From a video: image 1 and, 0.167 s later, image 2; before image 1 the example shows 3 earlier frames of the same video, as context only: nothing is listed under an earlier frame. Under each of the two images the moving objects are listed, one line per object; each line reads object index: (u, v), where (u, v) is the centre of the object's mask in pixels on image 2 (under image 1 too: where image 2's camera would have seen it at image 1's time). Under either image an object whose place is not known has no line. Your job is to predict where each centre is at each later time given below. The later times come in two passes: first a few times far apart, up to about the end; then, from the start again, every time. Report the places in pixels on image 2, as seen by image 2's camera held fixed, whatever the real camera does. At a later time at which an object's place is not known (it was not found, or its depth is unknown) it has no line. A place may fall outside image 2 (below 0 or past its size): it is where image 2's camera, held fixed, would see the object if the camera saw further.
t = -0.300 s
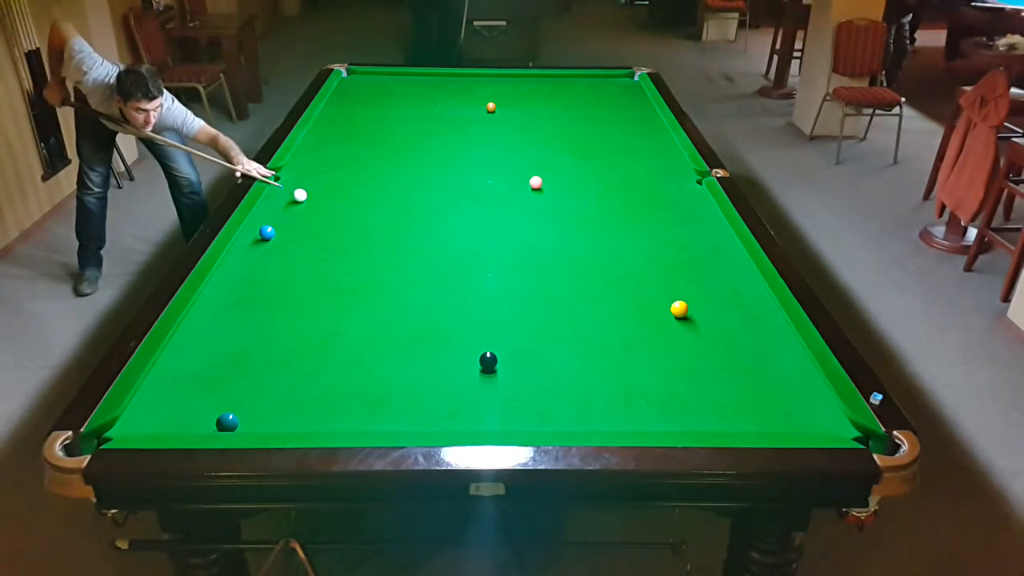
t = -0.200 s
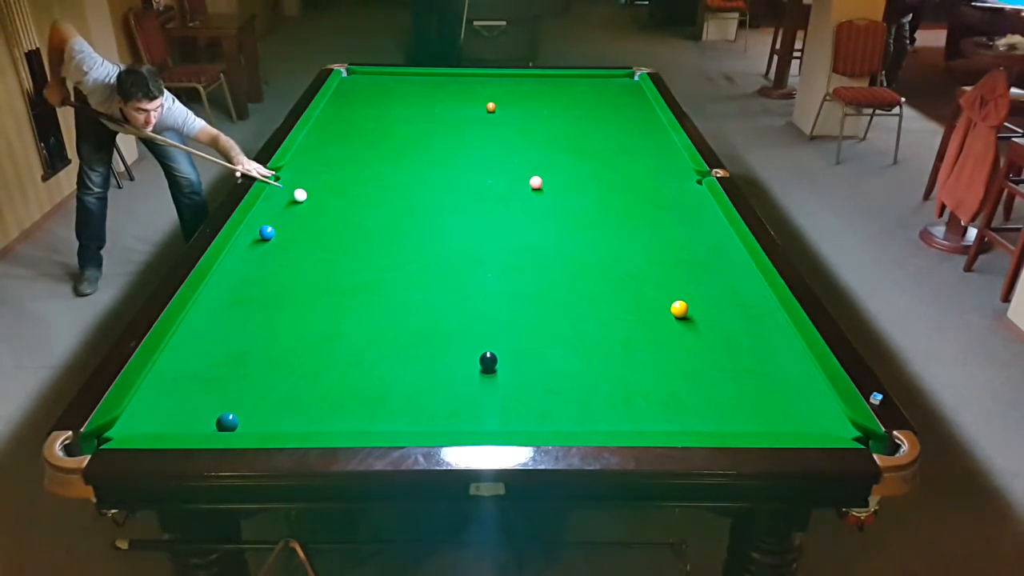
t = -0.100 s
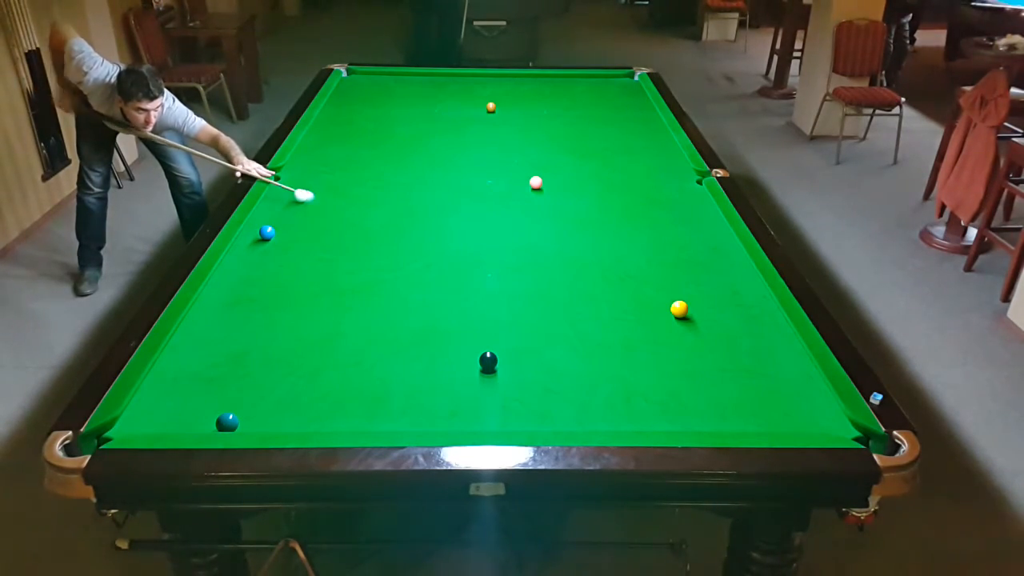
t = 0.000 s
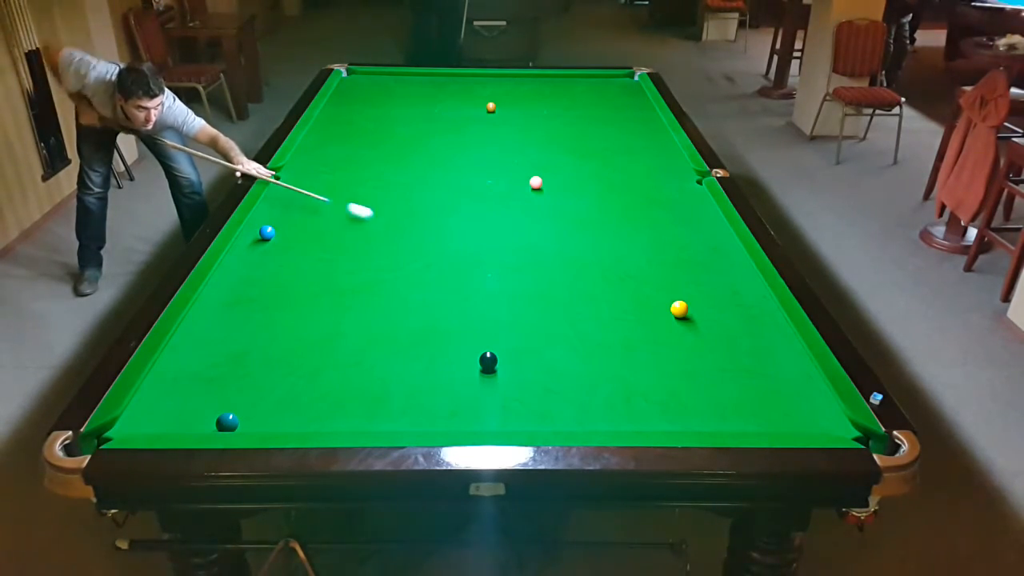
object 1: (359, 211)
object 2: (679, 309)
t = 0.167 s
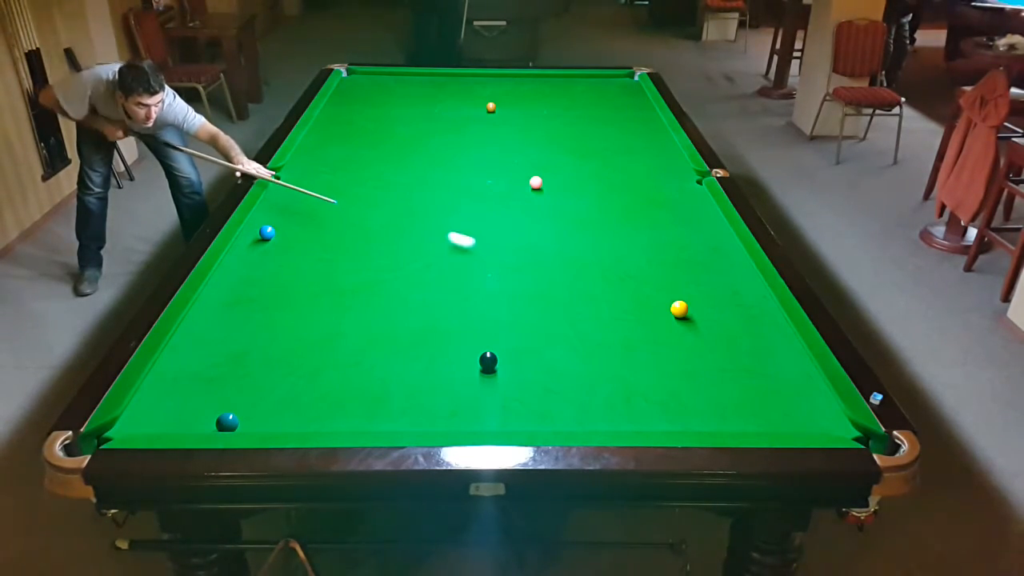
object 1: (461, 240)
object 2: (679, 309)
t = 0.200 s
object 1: (483, 246)
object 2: (679, 309)
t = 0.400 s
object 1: (627, 287)
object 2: (679, 309)
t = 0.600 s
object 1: (755, 296)
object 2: (719, 351)
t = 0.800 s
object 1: (676, 295)
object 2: (772, 407)
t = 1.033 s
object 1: (590, 295)
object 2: (791, 395)
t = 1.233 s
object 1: (520, 294)
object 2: (789, 361)
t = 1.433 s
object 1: (450, 295)
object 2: (783, 333)
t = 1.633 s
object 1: (381, 296)
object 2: (762, 310)
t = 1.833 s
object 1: (313, 297)
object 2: (744, 291)
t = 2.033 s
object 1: (244, 298)
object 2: (727, 273)
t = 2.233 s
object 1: (226, 299)
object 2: (713, 257)
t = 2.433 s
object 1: (270, 299)
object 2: (701, 244)
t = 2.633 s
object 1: (312, 299)
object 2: (690, 231)
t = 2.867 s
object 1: (357, 300)
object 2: (679, 218)
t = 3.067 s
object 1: (394, 301)
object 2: (671, 208)
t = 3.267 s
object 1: (429, 301)
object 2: (663, 199)
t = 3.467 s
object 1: (463, 302)
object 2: (657, 191)
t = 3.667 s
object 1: (495, 303)
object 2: (650, 184)
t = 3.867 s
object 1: (525, 303)
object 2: (644, 178)
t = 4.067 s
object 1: (554, 304)
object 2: (639, 172)
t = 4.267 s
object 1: (582, 305)
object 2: (635, 166)
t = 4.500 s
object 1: (612, 306)
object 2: (630, 161)
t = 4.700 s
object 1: (637, 307)
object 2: (626, 157)
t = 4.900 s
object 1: (660, 307)
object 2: (623, 153)
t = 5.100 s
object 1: (681, 308)
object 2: (620, 150)
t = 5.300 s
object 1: (701, 309)
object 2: (618, 147)
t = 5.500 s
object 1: (720, 310)
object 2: (616, 144)
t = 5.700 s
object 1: (737, 310)
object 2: (614, 142)
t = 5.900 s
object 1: (752, 311)
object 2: (612, 141)
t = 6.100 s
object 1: (766, 311)
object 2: (611, 139)
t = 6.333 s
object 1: (767, 312)
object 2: (611, 138)
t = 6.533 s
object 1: (760, 312)
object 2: (610, 137)
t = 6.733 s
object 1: (755, 312)
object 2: (610, 137)
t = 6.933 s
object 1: (751, 312)
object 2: (610, 136)
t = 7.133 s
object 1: (750, 313)
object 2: (610, 136)
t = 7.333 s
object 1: (749, 313)
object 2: (610, 136)
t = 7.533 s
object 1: (750, 313)
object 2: (610, 137)
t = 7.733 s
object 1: (750, 313)
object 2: (610, 137)
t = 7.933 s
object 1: (750, 313)
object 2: (610, 137)
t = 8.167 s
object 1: (750, 313)
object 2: (610, 137)
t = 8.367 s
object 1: (750, 313)
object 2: (610, 137)
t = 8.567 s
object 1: (750, 313)
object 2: (610, 137)
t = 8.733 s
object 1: (750, 313)
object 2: (610, 137)
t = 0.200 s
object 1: (483, 246)
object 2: (679, 309)
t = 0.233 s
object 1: (505, 252)
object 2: (679, 309)
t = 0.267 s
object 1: (528, 259)
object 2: (679, 309)
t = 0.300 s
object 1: (552, 266)
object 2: (679, 309)
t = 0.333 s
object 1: (576, 272)
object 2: (679, 309)
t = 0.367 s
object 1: (602, 279)
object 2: (679, 309)
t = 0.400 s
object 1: (627, 287)
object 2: (679, 309)
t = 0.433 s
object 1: (654, 295)
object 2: (679, 309)
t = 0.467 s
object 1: (678, 298)
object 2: (683, 313)
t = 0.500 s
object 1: (698, 298)
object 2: (692, 322)
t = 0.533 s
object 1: (716, 297)
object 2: (701, 332)
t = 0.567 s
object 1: (736, 296)
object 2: (710, 341)
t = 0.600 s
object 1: (755, 296)
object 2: (719, 351)
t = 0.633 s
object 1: (753, 296)
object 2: (728, 360)
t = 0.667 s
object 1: (735, 295)
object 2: (736, 369)
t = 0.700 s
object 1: (719, 295)
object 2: (745, 378)
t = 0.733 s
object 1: (703, 295)
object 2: (754, 388)
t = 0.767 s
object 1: (689, 295)
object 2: (763, 397)
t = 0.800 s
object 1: (676, 295)
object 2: (772, 407)
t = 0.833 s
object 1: (663, 295)
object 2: (782, 417)
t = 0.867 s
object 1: (651, 295)
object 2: (791, 423)
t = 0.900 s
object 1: (639, 295)
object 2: (793, 421)
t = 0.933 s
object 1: (626, 295)
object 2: (792, 415)
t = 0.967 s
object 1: (614, 295)
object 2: (791, 408)
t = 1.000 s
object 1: (602, 295)
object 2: (791, 401)
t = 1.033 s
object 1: (590, 295)
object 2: (791, 395)
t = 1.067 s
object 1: (578, 295)
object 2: (791, 389)
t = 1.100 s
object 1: (567, 295)
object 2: (790, 383)
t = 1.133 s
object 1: (555, 295)
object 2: (790, 377)
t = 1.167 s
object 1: (543, 295)
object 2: (789, 372)
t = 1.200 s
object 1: (531, 294)
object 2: (789, 366)
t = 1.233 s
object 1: (520, 294)
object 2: (789, 361)
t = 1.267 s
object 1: (508, 295)
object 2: (789, 356)
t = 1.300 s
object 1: (496, 295)
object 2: (789, 351)
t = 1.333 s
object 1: (485, 295)
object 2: (788, 346)
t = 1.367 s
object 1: (473, 295)
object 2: (788, 341)
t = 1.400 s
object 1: (462, 295)
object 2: (787, 337)
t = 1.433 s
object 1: (450, 295)
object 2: (783, 333)
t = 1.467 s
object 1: (438, 295)
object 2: (779, 329)
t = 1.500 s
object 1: (427, 295)
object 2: (776, 325)
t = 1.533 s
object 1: (416, 295)
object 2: (772, 321)
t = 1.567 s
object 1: (404, 295)
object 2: (769, 317)
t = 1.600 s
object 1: (393, 296)
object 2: (765, 314)
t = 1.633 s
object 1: (381, 296)
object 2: (762, 310)
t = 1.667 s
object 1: (370, 295)
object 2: (759, 307)
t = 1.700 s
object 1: (358, 296)
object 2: (755, 303)
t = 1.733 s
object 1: (347, 296)
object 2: (753, 300)
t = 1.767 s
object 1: (336, 296)
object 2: (749, 297)
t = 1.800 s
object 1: (324, 296)
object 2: (747, 294)
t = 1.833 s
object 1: (313, 297)
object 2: (744, 291)
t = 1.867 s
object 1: (301, 297)
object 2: (741, 287)
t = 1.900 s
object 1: (289, 297)
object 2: (738, 284)
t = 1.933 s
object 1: (278, 297)
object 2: (735, 281)
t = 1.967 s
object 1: (267, 297)
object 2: (733, 279)
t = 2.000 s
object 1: (255, 297)
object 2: (730, 276)
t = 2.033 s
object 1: (244, 298)
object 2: (727, 273)
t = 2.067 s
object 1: (233, 298)
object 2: (725, 270)
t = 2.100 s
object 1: (221, 298)
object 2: (723, 268)
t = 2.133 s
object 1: (210, 298)
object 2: (721, 265)
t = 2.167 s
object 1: (209, 298)
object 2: (718, 262)
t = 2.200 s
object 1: (218, 298)
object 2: (715, 260)
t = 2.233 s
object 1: (226, 299)
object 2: (713, 257)
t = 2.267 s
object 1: (234, 299)
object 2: (711, 255)
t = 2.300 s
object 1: (241, 299)
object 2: (709, 253)
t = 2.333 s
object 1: (249, 299)
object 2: (707, 250)
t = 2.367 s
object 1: (256, 299)
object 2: (705, 248)
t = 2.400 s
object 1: (263, 299)
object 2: (703, 246)
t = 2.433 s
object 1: (270, 299)
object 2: (701, 244)
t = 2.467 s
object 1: (277, 299)
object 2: (699, 242)
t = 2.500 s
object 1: (284, 299)
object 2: (697, 239)
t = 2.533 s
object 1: (291, 299)
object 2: (696, 237)
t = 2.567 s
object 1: (298, 299)
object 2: (694, 235)
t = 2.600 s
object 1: (305, 299)
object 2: (692, 233)
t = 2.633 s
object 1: (312, 299)
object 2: (690, 231)
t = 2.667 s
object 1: (318, 299)
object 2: (689, 229)
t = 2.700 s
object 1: (325, 299)
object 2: (687, 227)
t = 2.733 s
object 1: (332, 300)
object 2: (685, 226)
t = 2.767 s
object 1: (338, 300)
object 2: (684, 224)
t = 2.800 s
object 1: (344, 300)
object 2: (682, 222)
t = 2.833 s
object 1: (351, 300)
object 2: (681, 220)
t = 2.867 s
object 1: (357, 300)
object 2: (679, 218)
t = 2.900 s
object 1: (363, 300)
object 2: (677, 217)
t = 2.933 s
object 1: (370, 300)
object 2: (676, 215)
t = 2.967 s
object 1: (376, 300)
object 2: (675, 213)
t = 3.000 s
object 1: (382, 301)
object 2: (673, 212)
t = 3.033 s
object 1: (388, 300)
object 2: (672, 210)
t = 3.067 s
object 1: (394, 301)
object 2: (671, 208)
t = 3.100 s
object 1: (400, 300)
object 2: (669, 207)
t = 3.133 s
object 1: (406, 301)
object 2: (668, 205)
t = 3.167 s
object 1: (412, 301)
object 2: (667, 204)
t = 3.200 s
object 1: (418, 301)
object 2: (665, 202)
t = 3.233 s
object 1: (423, 301)
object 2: (664, 201)
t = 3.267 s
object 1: (429, 301)
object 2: (663, 199)
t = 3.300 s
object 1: (435, 302)
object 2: (662, 198)
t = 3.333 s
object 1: (441, 301)
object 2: (661, 197)
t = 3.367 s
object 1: (446, 302)
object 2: (660, 195)
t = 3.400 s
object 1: (452, 302)
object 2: (659, 194)
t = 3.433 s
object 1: (457, 302)
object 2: (658, 193)
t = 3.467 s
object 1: (463, 302)
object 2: (657, 191)
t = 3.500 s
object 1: (468, 302)
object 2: (655, 190)
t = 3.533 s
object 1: (473, 302)
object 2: (654, 189)
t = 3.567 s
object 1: (479, 302)
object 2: (653, 188)
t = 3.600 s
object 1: (484, 303)
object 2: (652, 187)
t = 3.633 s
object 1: (490, 303)
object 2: (651, 185)
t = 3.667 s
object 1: (495, 303)
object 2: (650, 184)
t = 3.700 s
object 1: (500, 303)
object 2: (649, 183)
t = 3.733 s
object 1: (505, 303)
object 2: (648, 182)
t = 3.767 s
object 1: (510, 303)
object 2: (647, 181)
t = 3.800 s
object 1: (515, 303)
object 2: (646, 180)
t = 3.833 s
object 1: (520, 303)
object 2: (645, 179)
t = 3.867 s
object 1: (525, 303)
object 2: (644, 178)
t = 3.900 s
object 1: (530, 304)
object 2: (644, 177)
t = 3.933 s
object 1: (535, 304)
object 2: (643, 176)
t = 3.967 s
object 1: (540, 304)
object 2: (642, 174)
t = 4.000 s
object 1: (545, 304)
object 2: (641, 174)
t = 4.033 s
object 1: (549, 304)
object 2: (640, 173)
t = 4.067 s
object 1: (554, 304)
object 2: (639, 172)
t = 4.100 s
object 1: (559, 304)
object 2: (639, 171)
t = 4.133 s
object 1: (564, 305)
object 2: (638, 170)
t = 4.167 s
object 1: (568, 305)
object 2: (637, 169)
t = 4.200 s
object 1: (573, 305)
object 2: (636, 168)
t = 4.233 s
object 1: (577, 305)
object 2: (636, 167)
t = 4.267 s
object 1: (582, 305)
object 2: (635, 166)
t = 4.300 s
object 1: (586, 305)
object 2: (634, 165)
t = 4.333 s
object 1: (591, 305)
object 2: (633, 165)
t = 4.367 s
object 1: (595, 306)
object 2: (633, 164)
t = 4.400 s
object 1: (599, 305)
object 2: (632, 163)
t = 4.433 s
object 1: (603, 306)
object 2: (631, 162)
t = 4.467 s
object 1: (608, 306)
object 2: (631, 162)
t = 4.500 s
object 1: (612, 306)
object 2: (630, 161)
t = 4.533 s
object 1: (616, 306)
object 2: (629, 160)
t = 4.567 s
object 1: (620, 306)
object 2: (629, 159)
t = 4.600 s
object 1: (624, 306)
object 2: (628, 159)
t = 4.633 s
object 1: (628, 306)
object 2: (628, 158)
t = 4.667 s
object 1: (632, 306)
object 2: (627, 158)
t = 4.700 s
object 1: (637, 307)
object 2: (626, 157)
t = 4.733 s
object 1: (640, 307)
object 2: (626, 156)
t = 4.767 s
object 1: (644, 307)
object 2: (625, 156)
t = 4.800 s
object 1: (648, 307)
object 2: (625, 155)
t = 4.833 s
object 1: (652, 307)
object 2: (624, 154)
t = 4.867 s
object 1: (656, 307)
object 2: (624, 154)
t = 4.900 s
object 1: (660, 307)
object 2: (623, 153)
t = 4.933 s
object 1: (663, 308)
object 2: (623, 152)
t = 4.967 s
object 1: (667, 308)
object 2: (622, 152)
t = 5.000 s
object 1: (670, 308)
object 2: (622, 151)
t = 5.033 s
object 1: (674, 308)
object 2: (621, 151)
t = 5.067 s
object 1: (678, 308)
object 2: (621, 150)
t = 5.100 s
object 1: (681, 308)
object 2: (620, 150)
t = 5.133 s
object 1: (685, 308)
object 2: (620, 149)
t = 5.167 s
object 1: (688, 308)
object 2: (619, 149)
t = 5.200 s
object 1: (691, 309)
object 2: (619, 148)
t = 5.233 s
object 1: (695, 309)
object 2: (619, 148)
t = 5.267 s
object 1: (698, 309)
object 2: (618, 147)
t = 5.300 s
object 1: (701, 309)
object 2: (618, 147)
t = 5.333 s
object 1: (704, 309)
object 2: (617, 147)
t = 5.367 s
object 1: (707, 309)
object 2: (617, 146)
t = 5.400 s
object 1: (711, 309)
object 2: (617, 146)
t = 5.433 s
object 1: (714, 309)
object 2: (616, 145)
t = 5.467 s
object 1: (716, 310)
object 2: (616, 145)
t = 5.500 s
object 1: (720, 310)
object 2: (616, 144)
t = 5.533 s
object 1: (723, 310)
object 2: (615, 144)
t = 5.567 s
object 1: (725, 310)
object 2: (615, 144)
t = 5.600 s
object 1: (728, 310)
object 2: (615, 143)
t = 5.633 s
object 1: (731, 310)
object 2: (615, 143)
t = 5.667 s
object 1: (734, 310)
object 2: (614, 143)
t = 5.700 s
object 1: (737, 310)
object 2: (614, 142)
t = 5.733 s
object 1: (739, 310)
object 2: (614, 142)
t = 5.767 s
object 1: (742, 310)
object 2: (614, 142)
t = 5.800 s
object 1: (745, 310)
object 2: (613, 141)
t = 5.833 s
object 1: (747, 311)
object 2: (613, 141)
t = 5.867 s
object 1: (750, 311)
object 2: (613, 141)
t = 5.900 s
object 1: (752, 311)
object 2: (612, 141)
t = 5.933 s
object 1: (755, 311)
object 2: (612, 140)
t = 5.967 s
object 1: (757, 311)
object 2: (612, 140)
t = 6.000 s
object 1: (759, 311)
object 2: (612, 140)
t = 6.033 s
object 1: (761, 311)
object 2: (612, 139)
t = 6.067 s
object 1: (764, 311)
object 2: (611, 139)
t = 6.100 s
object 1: (766, 311)
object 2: (611, 139)
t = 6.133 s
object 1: (768, 312)
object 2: (611, 139)
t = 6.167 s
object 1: (771, 312)
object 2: (611, 139)
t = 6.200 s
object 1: (772, 312)
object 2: (611, 138)
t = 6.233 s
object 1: (771, 312)
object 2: (611, 138)
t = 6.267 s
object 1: (770, 312)
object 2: (611, 138)
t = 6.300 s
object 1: (768, 312)
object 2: (611, 138)
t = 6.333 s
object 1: (767, 312)
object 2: (611, 138)
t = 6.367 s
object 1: (766, 312)
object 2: (611, 138)
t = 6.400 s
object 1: (765, 312)
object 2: (611, 138)
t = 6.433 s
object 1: (763, 312)
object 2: (611, 137)
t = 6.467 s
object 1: (762, 312)
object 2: (611, 137)
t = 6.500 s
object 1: (761, 312)
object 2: (610, 137)
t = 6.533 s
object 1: (760, 312)
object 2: (610, 137)
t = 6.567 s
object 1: (759, 312)
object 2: (610, 137)
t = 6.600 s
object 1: (759, 312)
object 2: (610, 137)
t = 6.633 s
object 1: (758, 312)
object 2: (610, 137)
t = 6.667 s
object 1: (757, 312)
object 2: (610, 137)
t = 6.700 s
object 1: (756, 312)
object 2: (610, 137)
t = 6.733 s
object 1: (755, 312)
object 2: (610, 137)
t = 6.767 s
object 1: (755, 312)
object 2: (610, 137)
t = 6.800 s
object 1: (754, 312)
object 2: (610, 137)
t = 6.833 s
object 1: (753, 312)
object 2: (610, 137)
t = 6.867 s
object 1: (752, 312)
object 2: (610, 137)
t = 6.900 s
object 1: (752, 312)
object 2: (610, 136)
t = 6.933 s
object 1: (751, 312)
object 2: (610, 136)
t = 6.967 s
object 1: (751, 313)
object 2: (610, 136)
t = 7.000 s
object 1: (751, 313)
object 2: (610, 136)
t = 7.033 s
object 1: (750, 313)
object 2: (610, 136)
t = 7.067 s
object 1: (750, 313)
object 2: (610, 136)
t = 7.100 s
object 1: (750, 313)
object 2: (610, 136)
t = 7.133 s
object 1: (750, 313)
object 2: (610, 136)
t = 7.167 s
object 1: (749, 313)
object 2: (610, 136)
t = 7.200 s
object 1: (749, 313)
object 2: (610, 136)
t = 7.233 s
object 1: (749, 313)
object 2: (610, 136)
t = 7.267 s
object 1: (749, 313)
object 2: (610, 136)
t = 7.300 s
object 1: (749, 313)
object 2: (610, 136)
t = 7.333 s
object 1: (749, 313)
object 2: (610, 136)
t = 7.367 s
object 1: (749, 313)
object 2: (610, 136)
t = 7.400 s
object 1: (749, 313)
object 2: (610, 136)
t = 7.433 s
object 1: (749, 313)
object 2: (610, 136)
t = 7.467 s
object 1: (749, 313)
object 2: (610, 136)
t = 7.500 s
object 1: (749, 313)
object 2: (610, 137)
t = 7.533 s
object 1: (750, 313)
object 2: (610, 137)
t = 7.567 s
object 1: (750, 313)
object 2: (610, 137)
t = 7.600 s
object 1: (750, 313)
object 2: (610, 137)
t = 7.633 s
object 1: (750, 313)
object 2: (610, 137)
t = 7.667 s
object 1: (750, 313)
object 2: (610, 137)
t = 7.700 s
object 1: (750, 313)
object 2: (610, 137)
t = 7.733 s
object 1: (750, 313)
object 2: (610, 137)
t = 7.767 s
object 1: (750, 313)
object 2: (610, 137)
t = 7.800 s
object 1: (750, 313)
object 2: (610, 137)
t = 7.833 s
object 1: (750, 313)
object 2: (610, 137)
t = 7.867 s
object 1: (750, 313)
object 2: (610, 137)
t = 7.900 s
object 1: (750, 313)
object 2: (610, 137)
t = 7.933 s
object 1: (750, 313)
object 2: (610, 137)
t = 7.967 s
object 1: (750, 313)
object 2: (610, 137)
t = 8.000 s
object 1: (750, 313)
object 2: (610, 137)
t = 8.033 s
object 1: (750, 313)
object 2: (610, 137)
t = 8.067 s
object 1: (750, 313)
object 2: (610, 137)
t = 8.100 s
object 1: (750, 313)
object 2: (610, 137)
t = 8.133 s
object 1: (750, 313)
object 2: (610, 137)
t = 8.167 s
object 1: (750, 313)
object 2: (610, 137)
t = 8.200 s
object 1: (750, 313)
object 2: (610, 137)
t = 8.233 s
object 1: (750, 313)
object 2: (610, 137)
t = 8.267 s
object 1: (750, 313)
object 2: (610, 136)
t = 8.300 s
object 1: (750, 313)
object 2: (610, 137)
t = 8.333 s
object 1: (750, 313)
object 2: (610, 137)
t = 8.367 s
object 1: (750, 313)
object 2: (610, 137)
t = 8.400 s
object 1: (750, 313)
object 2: (610, 137)
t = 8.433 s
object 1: (750, 313)
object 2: (610, 137)
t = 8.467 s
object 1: (750, 313)
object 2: (610, 137)
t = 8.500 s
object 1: (750, 313)
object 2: (610, 137)
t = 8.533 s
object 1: (750, 313)
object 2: (610, 137)
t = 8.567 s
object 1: (750, 313)
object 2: (610, 137)
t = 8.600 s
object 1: (750, 313)
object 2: (610, 137)
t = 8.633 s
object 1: (750, 313)
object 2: (610, 137)
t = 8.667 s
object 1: (750, 313)
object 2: (610, 137)
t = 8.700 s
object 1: (750, 313)
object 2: (610, 137)
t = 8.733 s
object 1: (750, 313)
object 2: (610, 137)
